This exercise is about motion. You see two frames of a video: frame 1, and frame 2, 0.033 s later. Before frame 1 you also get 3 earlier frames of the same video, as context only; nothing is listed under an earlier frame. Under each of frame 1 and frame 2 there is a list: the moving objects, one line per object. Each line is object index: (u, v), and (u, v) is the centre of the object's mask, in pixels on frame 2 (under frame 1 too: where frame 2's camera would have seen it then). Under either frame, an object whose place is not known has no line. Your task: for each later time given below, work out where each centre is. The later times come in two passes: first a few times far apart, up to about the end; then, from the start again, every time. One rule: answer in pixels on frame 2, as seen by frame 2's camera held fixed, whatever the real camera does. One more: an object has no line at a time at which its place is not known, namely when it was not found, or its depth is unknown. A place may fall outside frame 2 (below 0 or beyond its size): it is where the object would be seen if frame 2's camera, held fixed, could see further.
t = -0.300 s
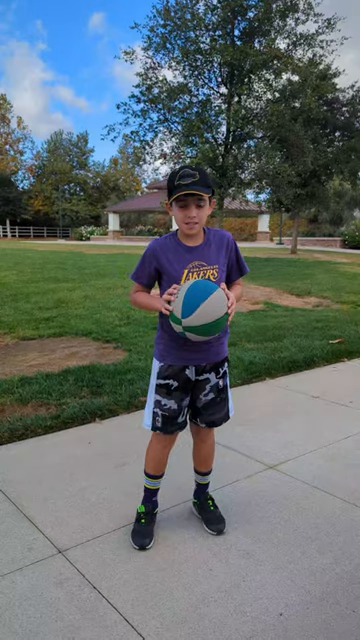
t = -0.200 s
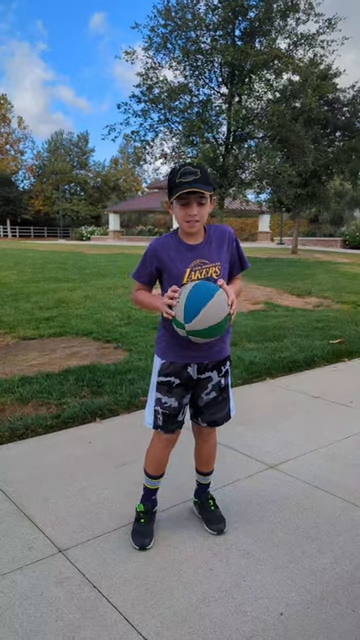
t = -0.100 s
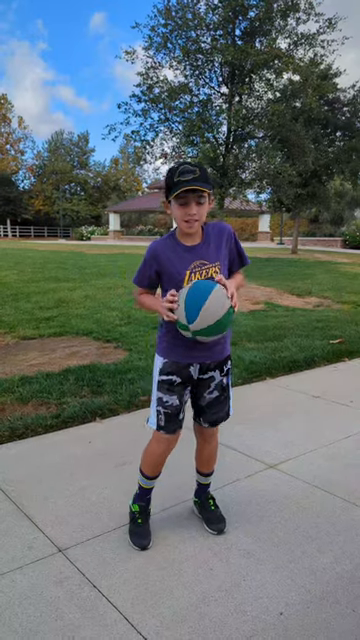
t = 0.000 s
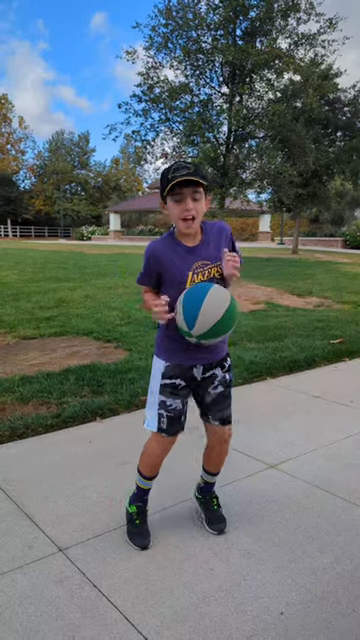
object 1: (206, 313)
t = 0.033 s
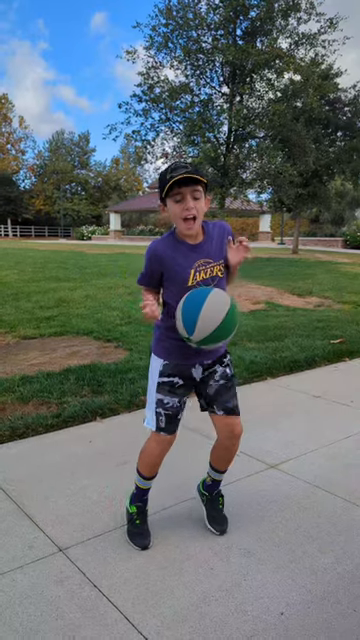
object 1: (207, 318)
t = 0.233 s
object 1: (208, 410)
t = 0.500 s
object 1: (205, 492)
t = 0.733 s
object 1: (193, 427)
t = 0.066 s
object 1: (207, 325)
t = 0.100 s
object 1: (207, 336)
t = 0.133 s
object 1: (207, 350)
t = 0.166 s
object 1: (207, 367)
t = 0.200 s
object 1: (208, 386)
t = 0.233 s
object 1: (208, 410)
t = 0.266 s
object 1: (208, 436)
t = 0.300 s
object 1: (208, 465)
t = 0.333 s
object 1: (208, 498)
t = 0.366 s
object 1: (209, 531)
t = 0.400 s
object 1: (209, 563)
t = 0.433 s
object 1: (208, 537)
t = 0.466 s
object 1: (206, 513)
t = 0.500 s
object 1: (205, 492)
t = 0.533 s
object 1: (204, 474)
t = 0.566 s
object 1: (202, 459)
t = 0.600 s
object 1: (201, 446)
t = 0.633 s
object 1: (199, 436)
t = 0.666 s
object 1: (197, 430)
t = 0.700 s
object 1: (195, 427)
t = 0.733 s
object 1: (193, 427)
